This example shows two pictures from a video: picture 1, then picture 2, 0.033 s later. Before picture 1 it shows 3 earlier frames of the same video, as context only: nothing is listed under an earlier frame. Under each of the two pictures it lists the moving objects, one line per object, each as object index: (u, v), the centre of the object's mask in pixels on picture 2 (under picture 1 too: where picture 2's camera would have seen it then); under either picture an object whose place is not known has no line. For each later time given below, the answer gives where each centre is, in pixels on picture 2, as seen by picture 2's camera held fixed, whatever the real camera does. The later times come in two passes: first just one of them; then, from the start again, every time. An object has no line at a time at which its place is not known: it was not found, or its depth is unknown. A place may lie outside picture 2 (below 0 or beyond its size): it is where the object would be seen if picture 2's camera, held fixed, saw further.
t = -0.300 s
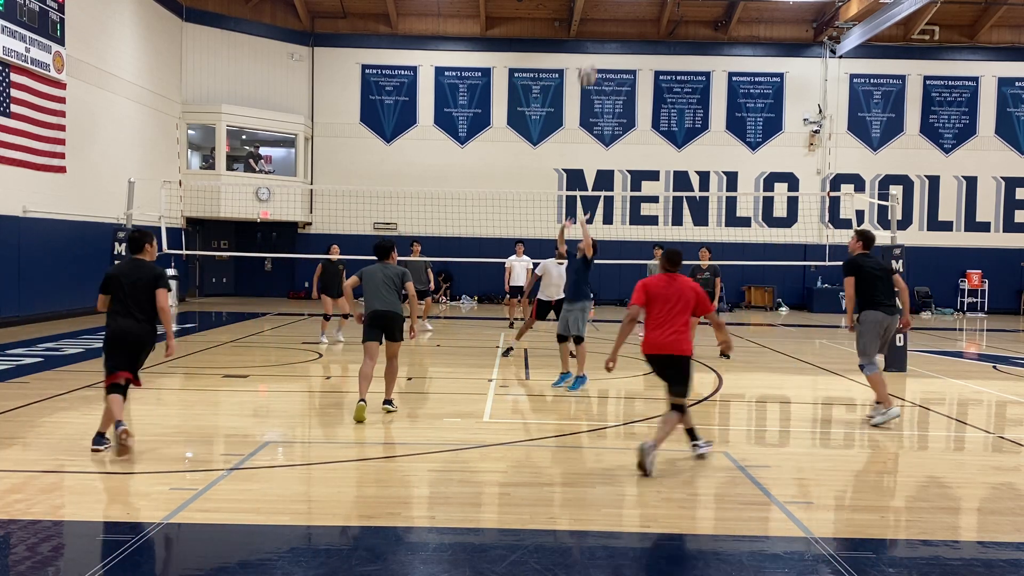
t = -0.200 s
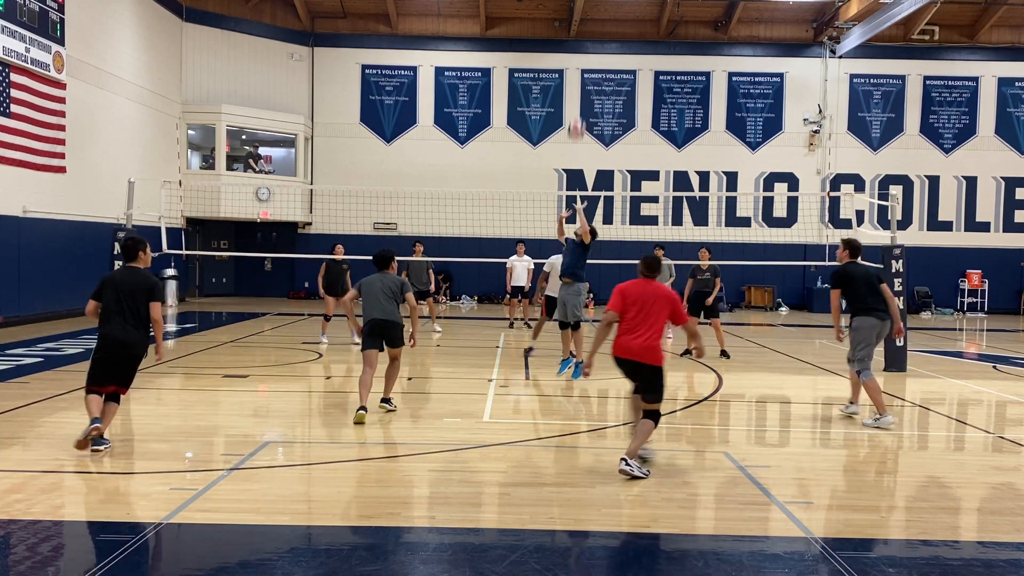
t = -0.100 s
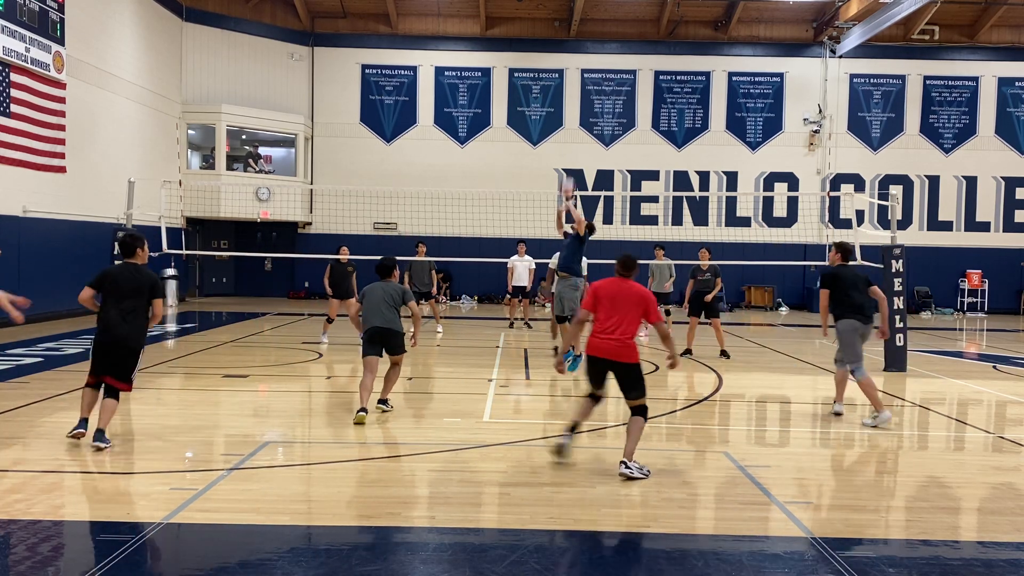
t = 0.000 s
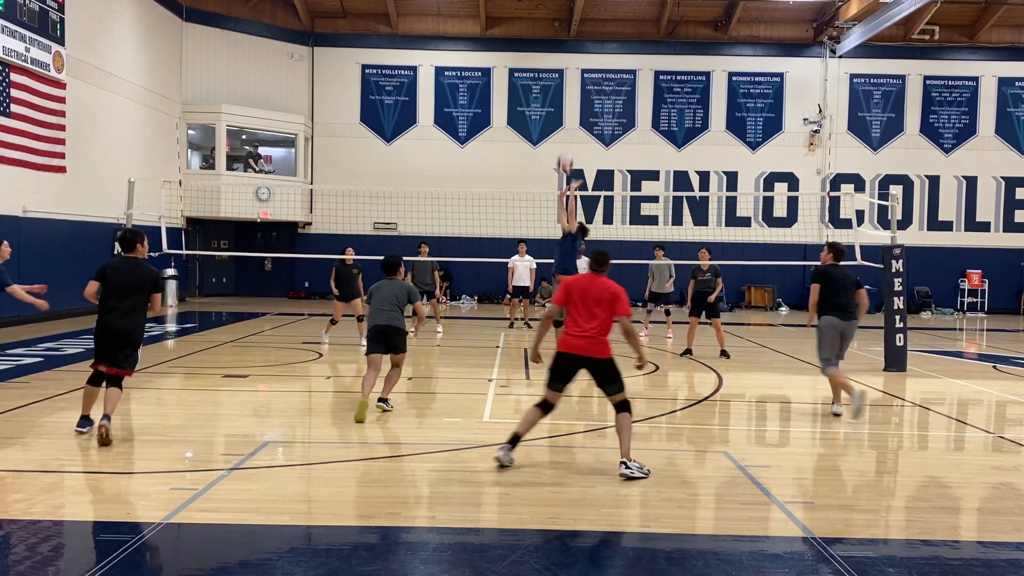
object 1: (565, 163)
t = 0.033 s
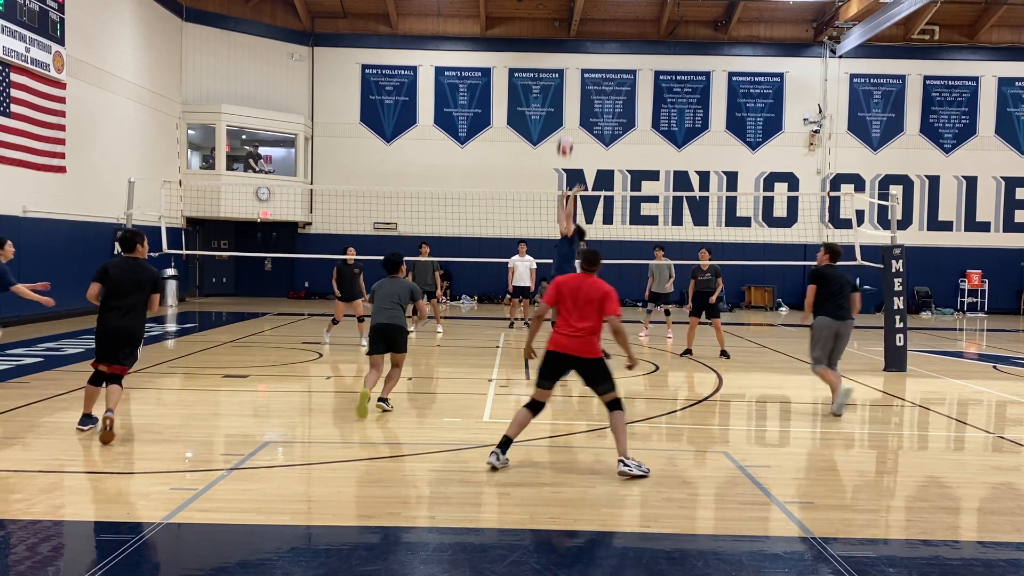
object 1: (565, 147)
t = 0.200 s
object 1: (563, 81)
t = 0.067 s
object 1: (564, 132)
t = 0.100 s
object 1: (564, 117)
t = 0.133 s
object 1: (564, 104)
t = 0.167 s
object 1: (563, 92)
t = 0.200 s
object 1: (563, 81)
